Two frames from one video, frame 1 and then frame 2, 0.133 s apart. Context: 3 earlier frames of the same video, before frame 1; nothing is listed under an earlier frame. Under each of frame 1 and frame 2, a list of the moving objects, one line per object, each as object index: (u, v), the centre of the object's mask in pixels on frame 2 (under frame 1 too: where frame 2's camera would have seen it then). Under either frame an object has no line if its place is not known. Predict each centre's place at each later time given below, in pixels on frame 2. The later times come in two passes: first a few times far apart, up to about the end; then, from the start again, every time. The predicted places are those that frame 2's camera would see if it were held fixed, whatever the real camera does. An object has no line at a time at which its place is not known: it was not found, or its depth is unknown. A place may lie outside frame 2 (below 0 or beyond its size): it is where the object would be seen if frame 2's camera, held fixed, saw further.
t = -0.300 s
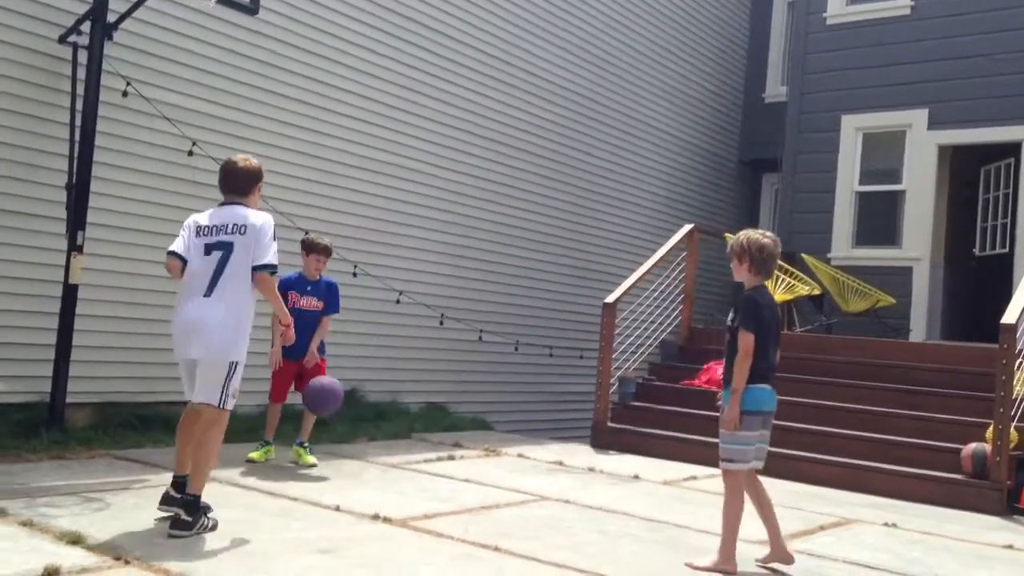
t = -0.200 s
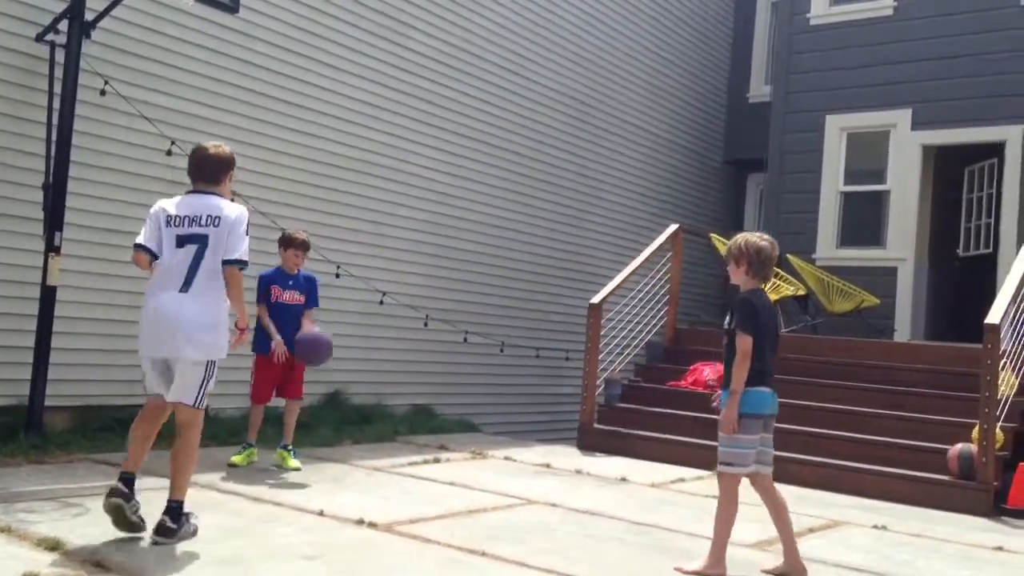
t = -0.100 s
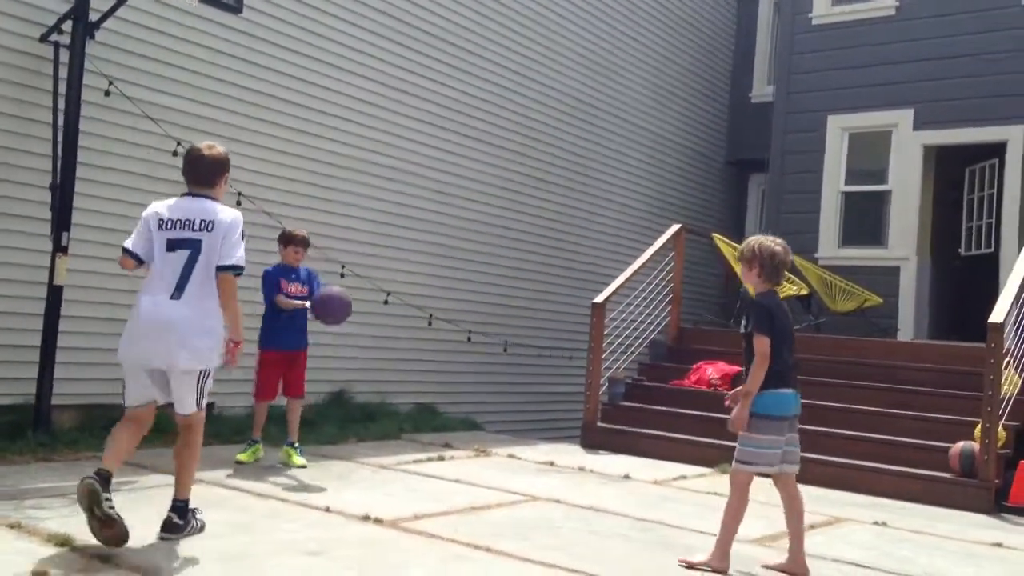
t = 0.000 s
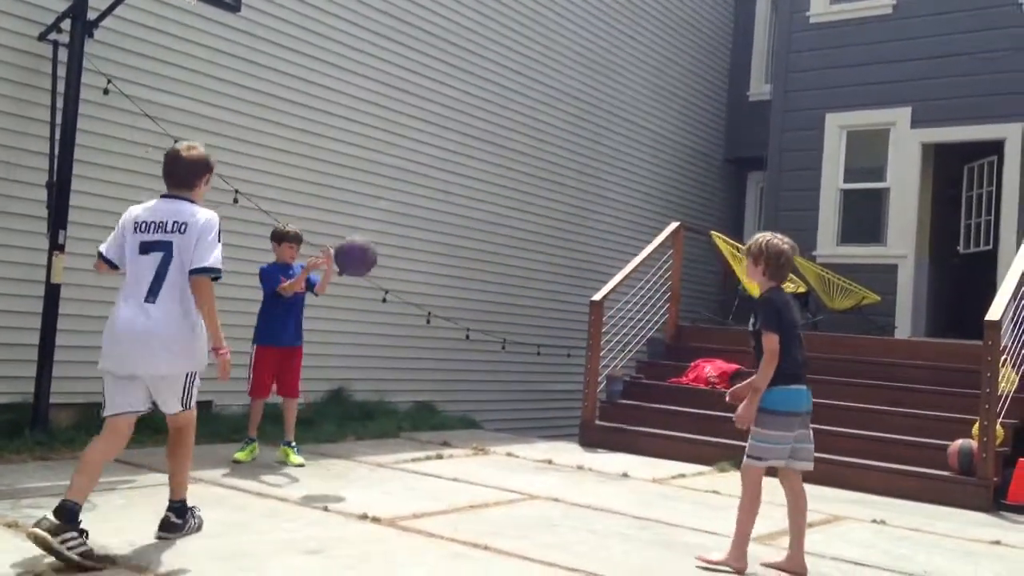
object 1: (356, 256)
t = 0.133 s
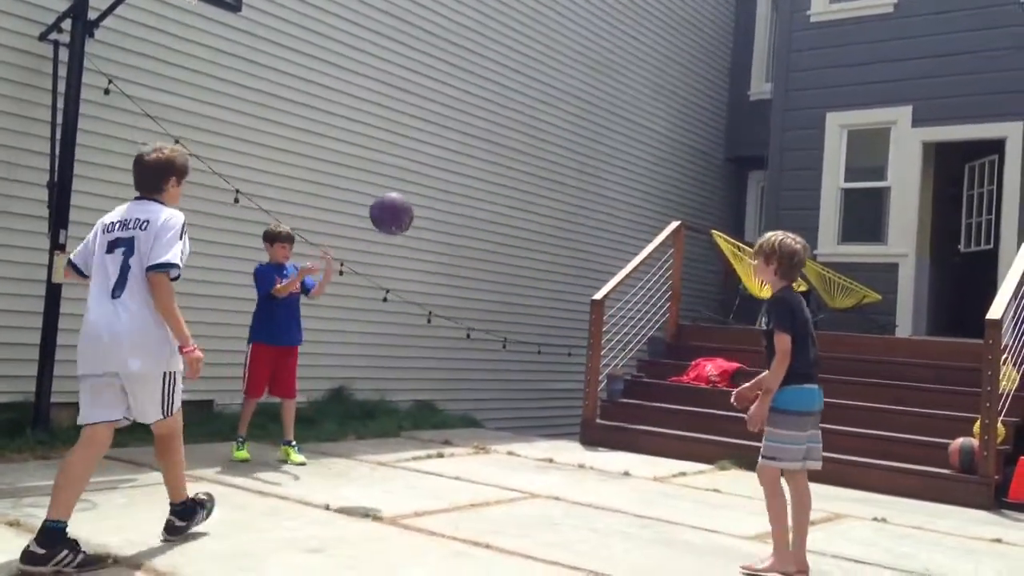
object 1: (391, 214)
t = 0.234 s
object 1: (418, 201)
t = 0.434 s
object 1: (472, 234)
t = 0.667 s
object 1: (536, 393)
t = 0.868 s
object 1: (601, 450)
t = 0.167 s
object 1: (401, 207)
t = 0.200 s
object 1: (409, 203)
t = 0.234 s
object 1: (418, 201)
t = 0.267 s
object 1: (428, 201)
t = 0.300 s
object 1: (436, 203)
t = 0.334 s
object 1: (445, 207)
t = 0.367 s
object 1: (454, 214)
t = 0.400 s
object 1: (463, 223)
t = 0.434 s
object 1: (472, 234)
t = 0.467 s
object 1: (481, 248)
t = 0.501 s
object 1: (490, 265)
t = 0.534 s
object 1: (500, 283)
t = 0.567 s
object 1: (509, 306)
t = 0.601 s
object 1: (518, 333)
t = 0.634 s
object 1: (528, 361)
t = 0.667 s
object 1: (536, 393)
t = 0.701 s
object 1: (546, 431)
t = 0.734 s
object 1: (555, 471)
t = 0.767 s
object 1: (566, 517)
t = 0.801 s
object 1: (576, 506)
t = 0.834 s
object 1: (588, 477)
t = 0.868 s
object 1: (601, 450)
